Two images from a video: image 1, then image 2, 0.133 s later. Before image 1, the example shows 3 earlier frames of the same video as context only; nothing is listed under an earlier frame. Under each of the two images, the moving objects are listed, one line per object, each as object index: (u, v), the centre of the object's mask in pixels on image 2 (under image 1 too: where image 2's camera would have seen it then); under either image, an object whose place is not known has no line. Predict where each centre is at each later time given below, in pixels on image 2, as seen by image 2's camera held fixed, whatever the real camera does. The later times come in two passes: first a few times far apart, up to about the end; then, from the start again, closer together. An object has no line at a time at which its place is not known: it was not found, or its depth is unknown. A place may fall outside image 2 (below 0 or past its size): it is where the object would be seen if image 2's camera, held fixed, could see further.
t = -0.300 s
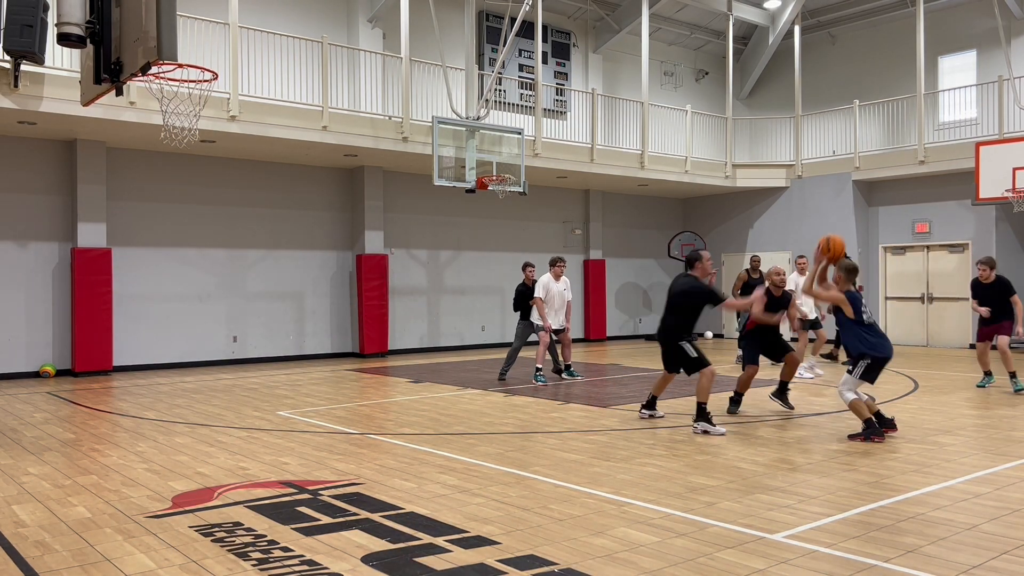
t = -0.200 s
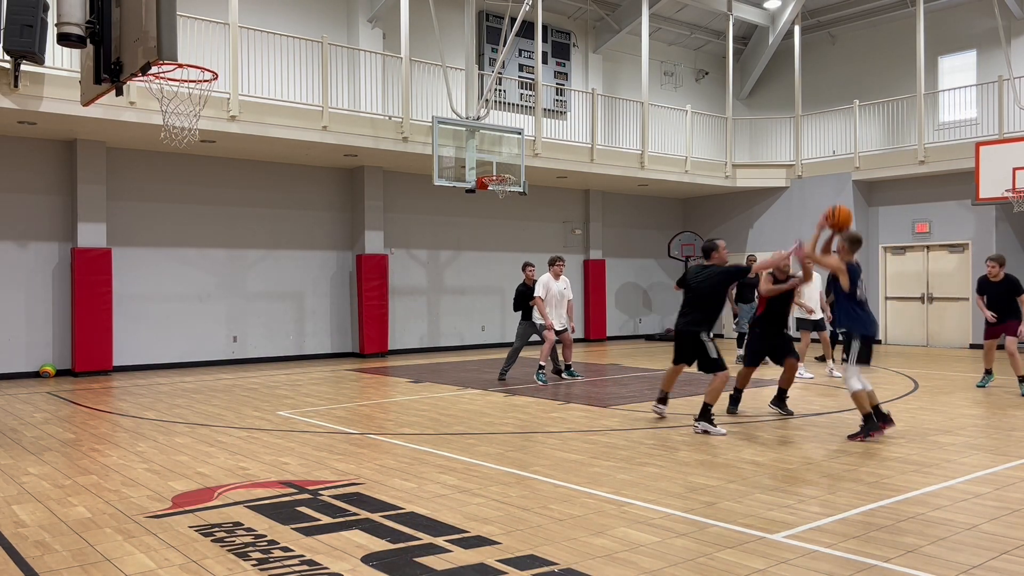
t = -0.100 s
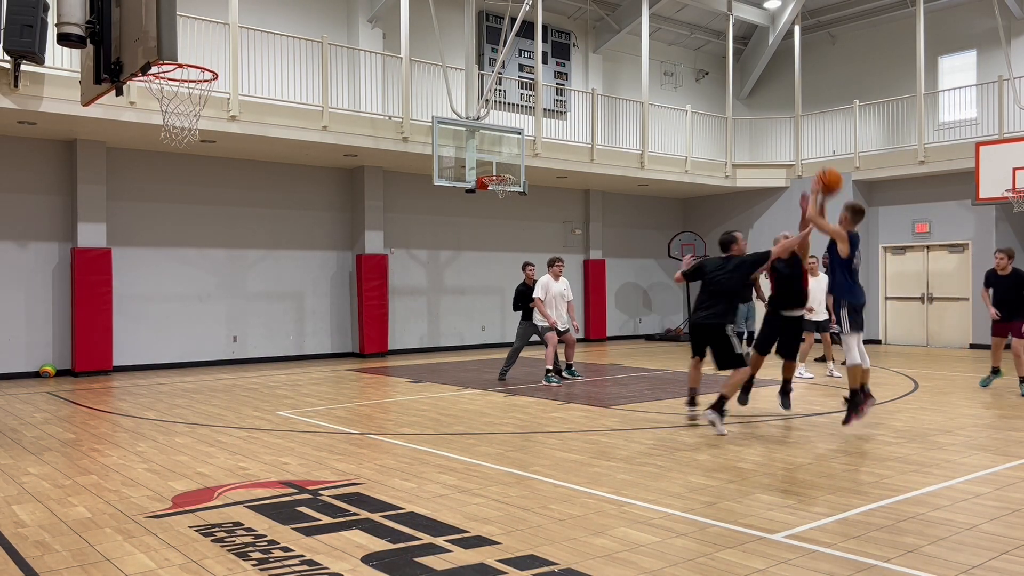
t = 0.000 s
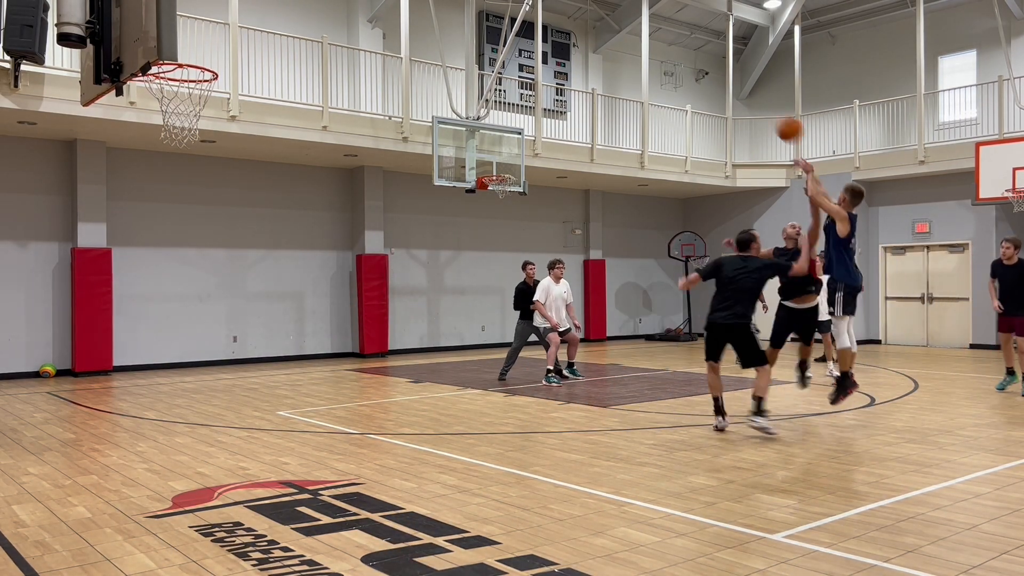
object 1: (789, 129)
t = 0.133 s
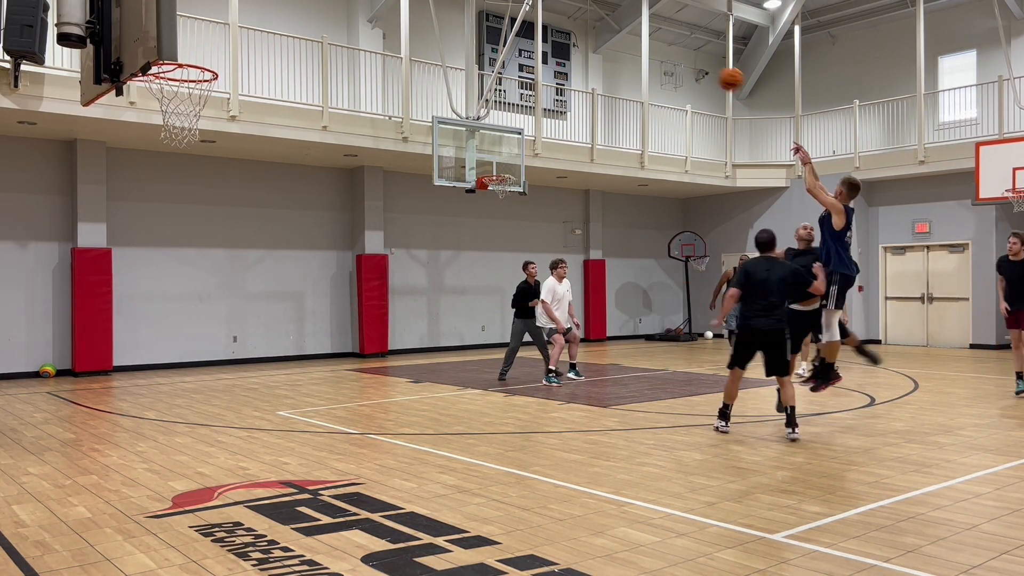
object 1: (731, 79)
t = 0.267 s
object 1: (681, 52)
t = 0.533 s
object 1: (600, 46)
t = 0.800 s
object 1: (541, 91)
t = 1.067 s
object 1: (494, 168)
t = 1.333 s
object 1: (523, 220)
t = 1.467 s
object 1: (539, 256)
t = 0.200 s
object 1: (705, 62)
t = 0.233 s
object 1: (693, 56)
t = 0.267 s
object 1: (681, 52)
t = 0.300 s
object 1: (670, 47)
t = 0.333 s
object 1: (659, 45)
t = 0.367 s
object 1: (648, 43)
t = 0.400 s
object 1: (637, 42)
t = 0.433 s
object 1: (628, 41)
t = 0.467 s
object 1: (619, 42)
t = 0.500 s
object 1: (609, 44)
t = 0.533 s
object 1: (600, 46)
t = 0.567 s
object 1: (593, 49)
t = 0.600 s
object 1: (584, 53)
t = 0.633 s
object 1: (576, 58)
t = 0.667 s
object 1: (568, 63)
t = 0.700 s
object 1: (562, 69)
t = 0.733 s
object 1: (555, 76)
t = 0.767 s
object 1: (547, 83)
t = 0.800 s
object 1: (541, 91)
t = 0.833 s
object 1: (535, 98)
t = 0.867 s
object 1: (528, 108)
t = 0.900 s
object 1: (522, 117)
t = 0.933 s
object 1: (516, 127)
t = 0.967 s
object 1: (510, 136)
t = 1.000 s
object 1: (504, 147)
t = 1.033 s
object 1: (499, 158)
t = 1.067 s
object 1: (494, 168)
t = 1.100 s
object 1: (489, 174)
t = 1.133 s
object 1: (496, 186)
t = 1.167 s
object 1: (502, 192)
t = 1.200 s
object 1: (507, 196)
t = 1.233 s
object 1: (511, 202)
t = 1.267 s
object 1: (515, 207)
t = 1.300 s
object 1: (519, 213)
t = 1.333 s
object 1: (523, 220)
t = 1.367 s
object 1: (527, 229)
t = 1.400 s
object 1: (531, 237)
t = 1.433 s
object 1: (535, 246)
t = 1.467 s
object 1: (539, 256)
